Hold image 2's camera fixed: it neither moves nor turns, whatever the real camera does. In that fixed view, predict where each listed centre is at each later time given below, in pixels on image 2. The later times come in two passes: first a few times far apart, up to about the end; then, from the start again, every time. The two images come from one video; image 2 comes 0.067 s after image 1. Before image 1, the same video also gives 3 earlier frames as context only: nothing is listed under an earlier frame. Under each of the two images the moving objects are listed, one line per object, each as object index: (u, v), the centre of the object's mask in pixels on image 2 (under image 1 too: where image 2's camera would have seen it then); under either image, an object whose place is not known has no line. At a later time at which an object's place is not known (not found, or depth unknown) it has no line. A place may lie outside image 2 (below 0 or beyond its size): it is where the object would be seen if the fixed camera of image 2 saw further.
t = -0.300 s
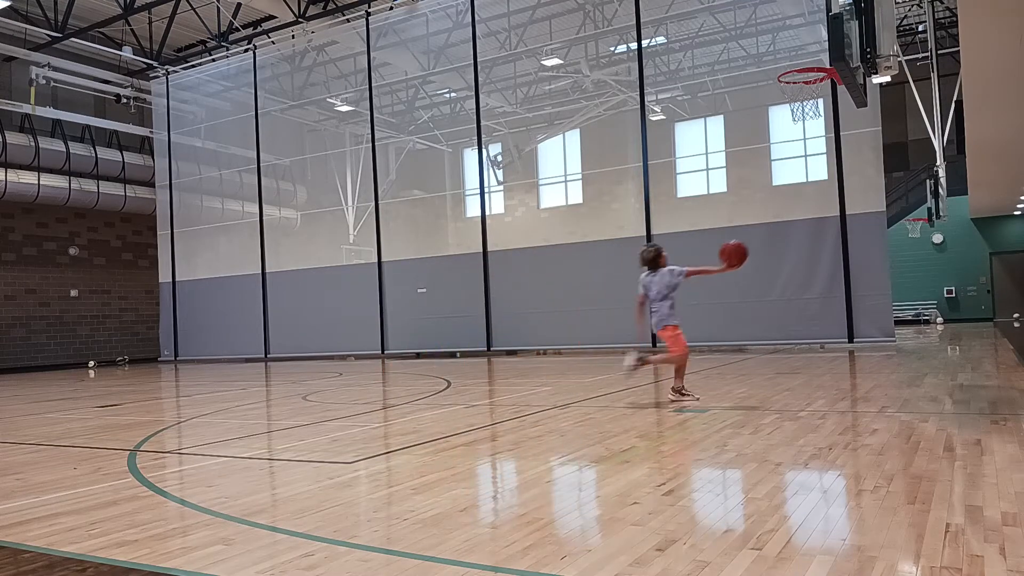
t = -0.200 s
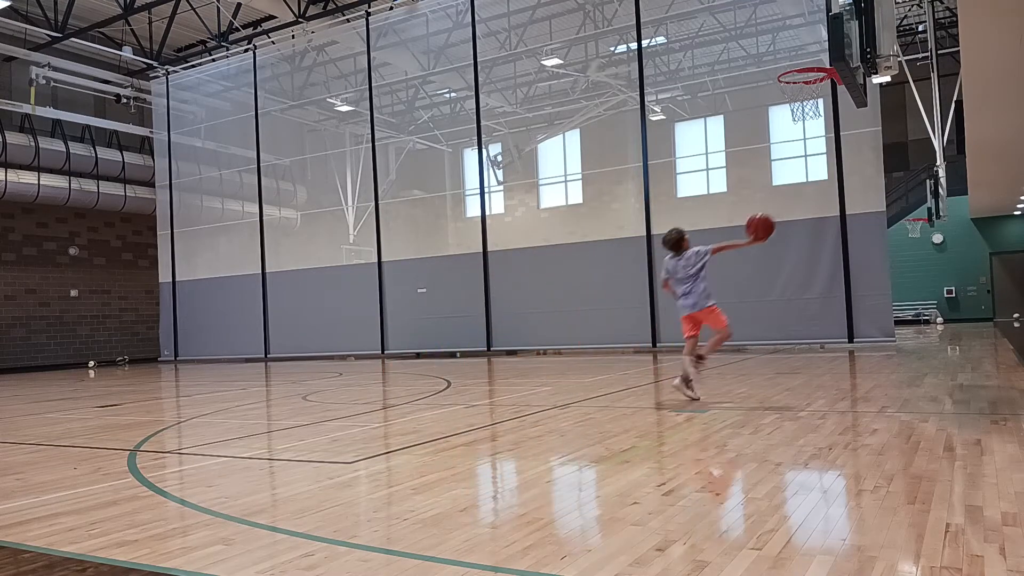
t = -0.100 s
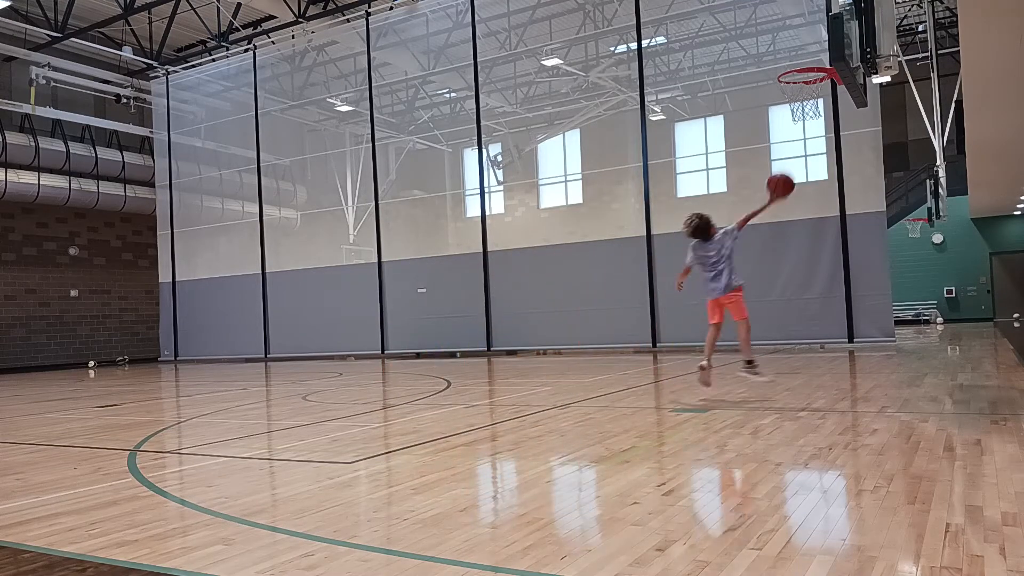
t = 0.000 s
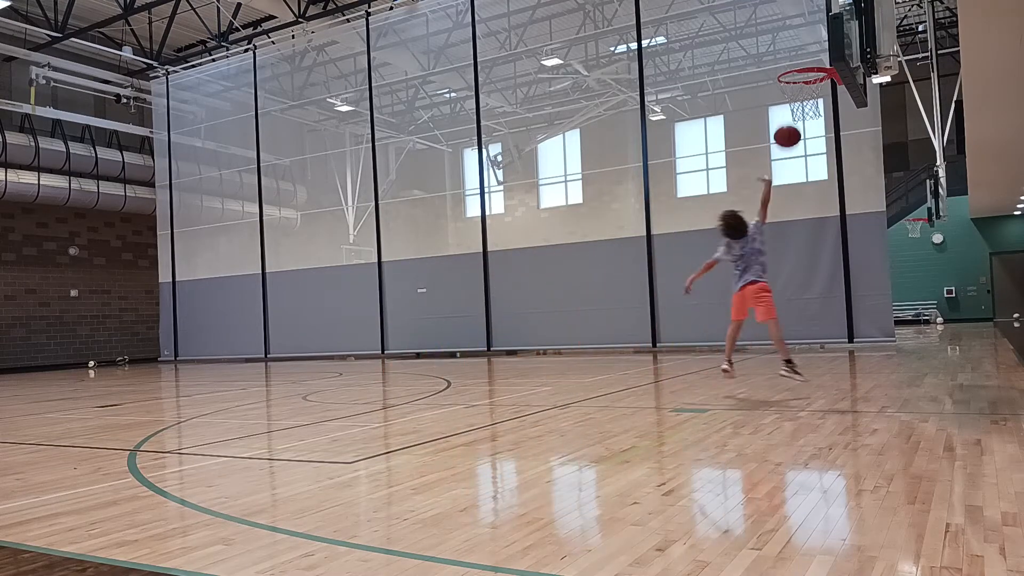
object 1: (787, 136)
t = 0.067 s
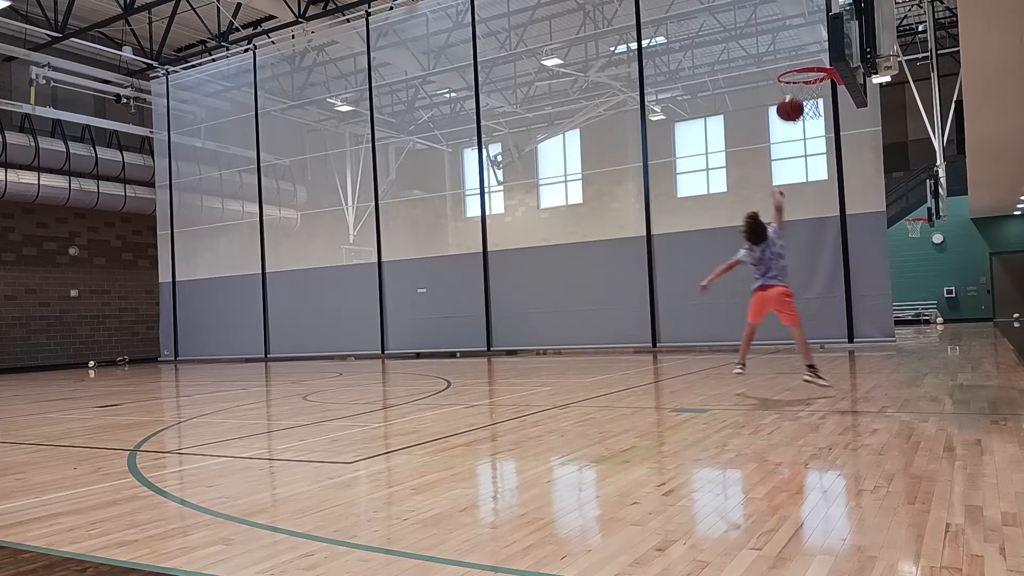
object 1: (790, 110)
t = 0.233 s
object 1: (798, 65)
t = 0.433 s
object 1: (809, 52)
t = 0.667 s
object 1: (825, 56)
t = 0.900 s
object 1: (820, 60)
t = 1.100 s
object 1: (804, 74)
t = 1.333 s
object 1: (788, 100)
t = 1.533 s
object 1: (799, 125)
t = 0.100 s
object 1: (791, 98)
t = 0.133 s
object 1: (792, 88)
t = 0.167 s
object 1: (794, 80)
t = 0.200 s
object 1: (796, 72)
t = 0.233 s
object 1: (798, 65)
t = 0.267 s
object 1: (800, 60)
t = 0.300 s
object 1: (802, 56)
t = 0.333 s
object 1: (804, 53)
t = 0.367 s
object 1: (805, 52)
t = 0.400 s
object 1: (807, 51)
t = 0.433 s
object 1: (809, 52)
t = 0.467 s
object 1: (811, 53)
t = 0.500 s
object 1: (813, 55)
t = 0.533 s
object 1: (817, 55)
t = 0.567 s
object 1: (819, 56)
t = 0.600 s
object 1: (822, 56)
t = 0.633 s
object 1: (823, 56)
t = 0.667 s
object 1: (825, 56)
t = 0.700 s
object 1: (825, 57)
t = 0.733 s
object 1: (824, 56)
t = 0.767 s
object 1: (823, 57)
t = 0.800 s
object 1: (822, 58)
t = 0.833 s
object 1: (821, 59)
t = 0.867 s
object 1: (821, 58)
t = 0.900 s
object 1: (820, 60)
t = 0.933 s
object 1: (818, 64)
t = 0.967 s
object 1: (817, 67)
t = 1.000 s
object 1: (813, 69)
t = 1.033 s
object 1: (811, 71)
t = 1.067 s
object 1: (807, 73)
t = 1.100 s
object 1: (804, 74)
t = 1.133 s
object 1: (800, 78)
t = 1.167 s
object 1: (797, 80)
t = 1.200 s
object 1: (795, 83)
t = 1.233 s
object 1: (792, 86)
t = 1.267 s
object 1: (790, 91)
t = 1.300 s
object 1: (788, 96)
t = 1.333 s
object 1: (788, 100)
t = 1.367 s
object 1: (787, 104)
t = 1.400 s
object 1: (789, 106)
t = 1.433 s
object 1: (791, 110)
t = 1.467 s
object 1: (794, 115)
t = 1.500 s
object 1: (796, 119)
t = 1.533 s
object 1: (799, 125)
